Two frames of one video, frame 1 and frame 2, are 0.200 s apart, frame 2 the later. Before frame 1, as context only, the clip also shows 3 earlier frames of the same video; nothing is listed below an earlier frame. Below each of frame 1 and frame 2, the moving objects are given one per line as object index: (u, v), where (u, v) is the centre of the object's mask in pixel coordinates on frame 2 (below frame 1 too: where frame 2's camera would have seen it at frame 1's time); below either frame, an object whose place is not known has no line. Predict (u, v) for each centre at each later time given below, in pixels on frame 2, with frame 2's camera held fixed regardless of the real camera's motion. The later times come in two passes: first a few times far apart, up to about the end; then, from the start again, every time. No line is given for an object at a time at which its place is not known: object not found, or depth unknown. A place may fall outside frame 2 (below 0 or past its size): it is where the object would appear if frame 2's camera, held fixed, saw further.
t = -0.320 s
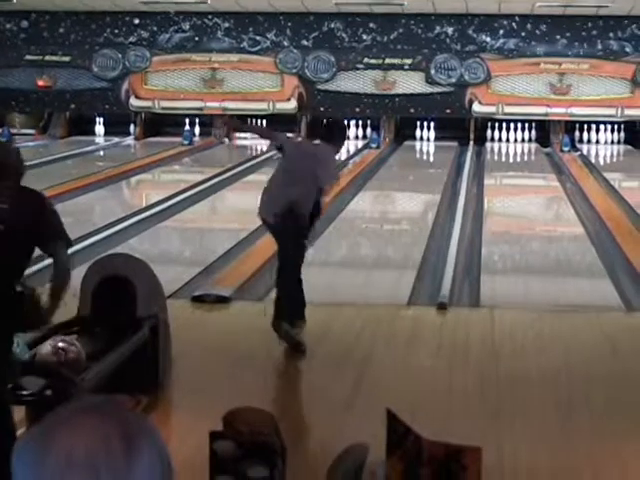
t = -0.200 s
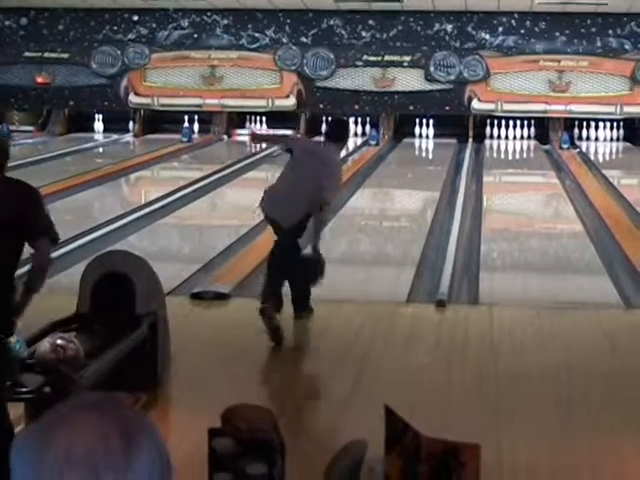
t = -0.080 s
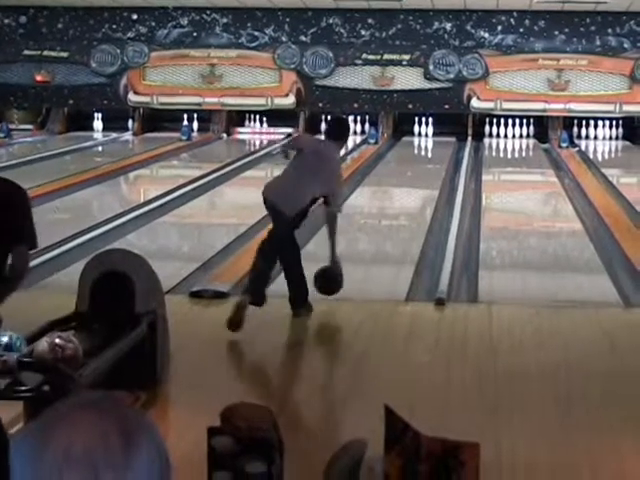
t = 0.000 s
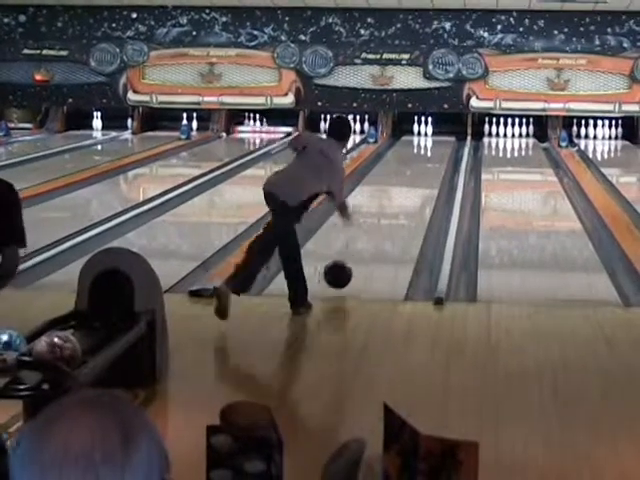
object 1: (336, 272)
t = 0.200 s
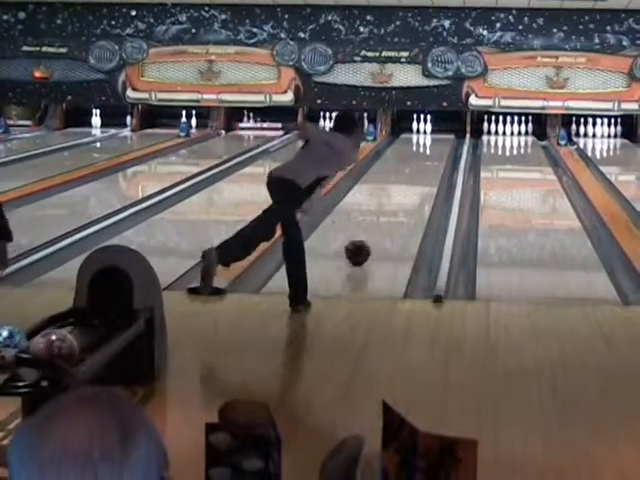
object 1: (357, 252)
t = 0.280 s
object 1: (364, 243)
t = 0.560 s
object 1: (385, 217)
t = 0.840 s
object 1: (400, 197)
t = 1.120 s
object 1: (412, 182)
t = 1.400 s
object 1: (422, 170)
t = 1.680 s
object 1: (429, 158)
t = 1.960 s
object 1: (434, 149)
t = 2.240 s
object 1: (438, 142)
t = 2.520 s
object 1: (441, 137)
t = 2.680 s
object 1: (441, 131)
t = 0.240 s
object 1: (360, 247)
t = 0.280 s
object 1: (364, 243)
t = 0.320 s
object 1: (367, 239)
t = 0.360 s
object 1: (371, 235)
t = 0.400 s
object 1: (374, 231)
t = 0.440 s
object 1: (377, 227)
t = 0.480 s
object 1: (379, 224)
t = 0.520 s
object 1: (382, 221)
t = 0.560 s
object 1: (385, 217)
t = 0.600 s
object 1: (387, 214)
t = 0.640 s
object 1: (390, 211)
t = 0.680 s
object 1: (392, 208)
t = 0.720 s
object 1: (393, 206)
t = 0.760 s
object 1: (396, 203)
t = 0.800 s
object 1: (398, 200)
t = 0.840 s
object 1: (400, 197)
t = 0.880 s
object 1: (402, 195)
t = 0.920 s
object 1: (404, 192)
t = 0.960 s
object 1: (406, 190)
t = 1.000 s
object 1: (407, 188)
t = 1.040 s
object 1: (409, 186)
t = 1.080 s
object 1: (411, 184)
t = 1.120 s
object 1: (412, 182)
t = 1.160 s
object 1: (414, 179)
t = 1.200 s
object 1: (415, 178)
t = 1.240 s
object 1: (416, 176)
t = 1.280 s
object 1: (417, 174)
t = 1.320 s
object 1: (418, 173)
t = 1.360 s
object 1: (420, 171)
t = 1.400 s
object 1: (422, 170)
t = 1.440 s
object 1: (423, 167)
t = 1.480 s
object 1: (424, 165)
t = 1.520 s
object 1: (425, 164)
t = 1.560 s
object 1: (426, 162)
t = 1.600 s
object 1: (427, 162)
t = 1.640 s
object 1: (428, 160)
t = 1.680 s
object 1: (429, 158)
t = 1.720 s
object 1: (430, 157)
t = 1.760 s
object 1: (431, 155)
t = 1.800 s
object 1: (432, 154)
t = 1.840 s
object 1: (432, 153)
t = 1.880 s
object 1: (433, 151)
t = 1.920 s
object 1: (434, 150)
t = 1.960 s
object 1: (434, 149)
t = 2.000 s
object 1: (435, 148)
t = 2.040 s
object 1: (436, 148)
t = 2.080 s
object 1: (436, 147)
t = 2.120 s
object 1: (437, 145)
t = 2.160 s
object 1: (438, 144)
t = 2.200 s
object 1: (438, 144)
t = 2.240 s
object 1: (438, 142)
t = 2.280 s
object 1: (439, 142)
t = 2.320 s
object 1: (439, 140)
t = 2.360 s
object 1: (440, 139)
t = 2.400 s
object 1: (440, 139)
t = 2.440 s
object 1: (440, 139)
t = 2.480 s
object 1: (441, 137)
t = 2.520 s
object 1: (441, 137)
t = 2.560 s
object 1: (441, 138)
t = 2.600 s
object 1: (441, 136)
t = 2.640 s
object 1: (442, 136)
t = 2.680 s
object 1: (441, 131)
